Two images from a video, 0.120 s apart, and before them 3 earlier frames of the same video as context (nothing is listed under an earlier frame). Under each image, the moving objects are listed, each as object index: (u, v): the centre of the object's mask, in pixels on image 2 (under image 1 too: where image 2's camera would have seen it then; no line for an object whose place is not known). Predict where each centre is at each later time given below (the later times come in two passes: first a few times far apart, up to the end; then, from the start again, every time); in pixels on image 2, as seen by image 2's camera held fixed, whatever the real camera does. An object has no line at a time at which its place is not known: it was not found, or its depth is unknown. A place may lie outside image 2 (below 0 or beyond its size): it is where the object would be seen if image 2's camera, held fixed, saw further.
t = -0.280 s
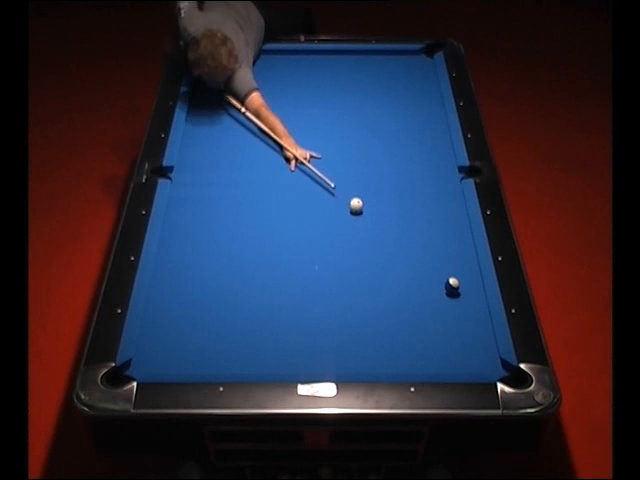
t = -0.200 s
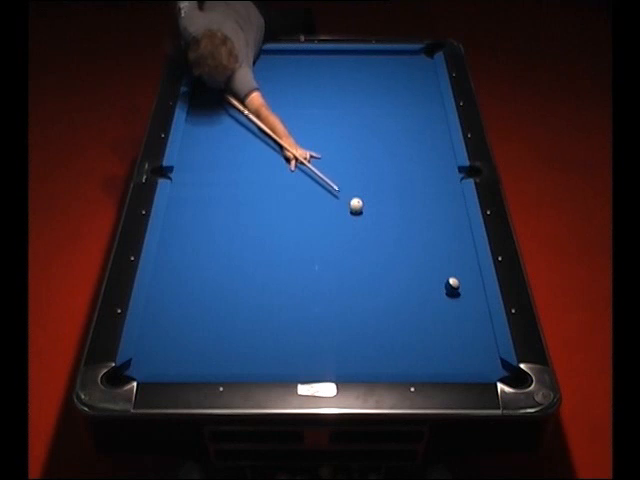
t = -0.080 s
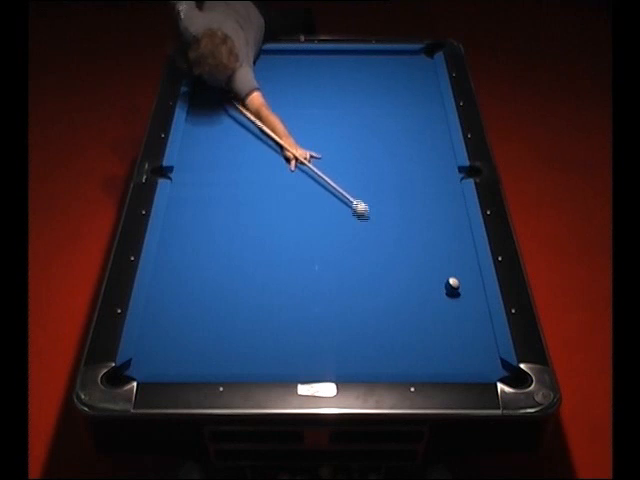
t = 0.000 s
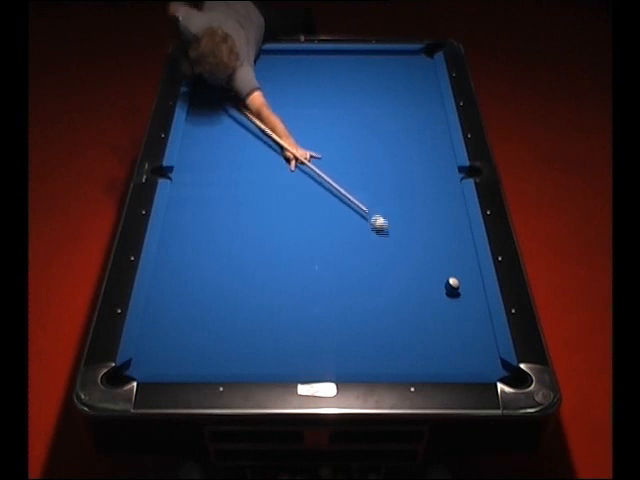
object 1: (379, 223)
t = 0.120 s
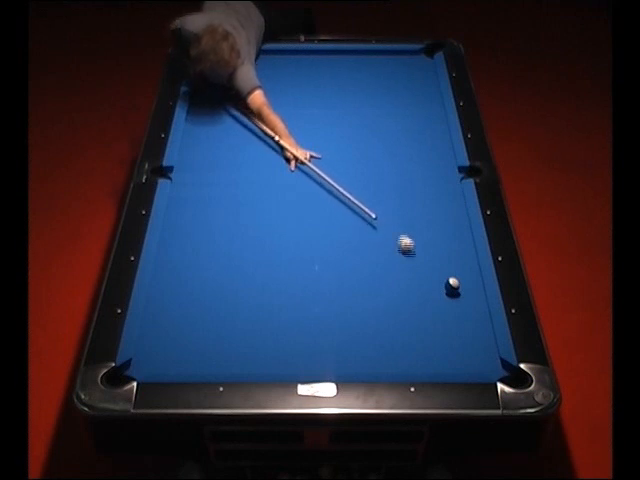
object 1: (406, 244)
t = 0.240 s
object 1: (432, 264)
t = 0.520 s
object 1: (473, 281)
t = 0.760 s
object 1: (455, 283)
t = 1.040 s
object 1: (436, 286)
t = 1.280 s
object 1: (421, 288)
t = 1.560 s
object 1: (405, 290)
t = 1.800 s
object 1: (392, 292)
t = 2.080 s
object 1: (379, 294)
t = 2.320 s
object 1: (369, 296)
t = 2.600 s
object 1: (358, 298)
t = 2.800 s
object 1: (352, 298)
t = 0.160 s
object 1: (414, 252)
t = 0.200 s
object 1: (423, 258)
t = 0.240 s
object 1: (432, 264)
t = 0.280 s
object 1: (440, 272)
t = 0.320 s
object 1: (449, 276)
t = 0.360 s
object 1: (455, 277)
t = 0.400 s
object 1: (461, 277)
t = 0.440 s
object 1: (467, 278)
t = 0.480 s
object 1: (473, 280)
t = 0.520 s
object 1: (473, 281)
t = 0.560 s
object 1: (469, 281)
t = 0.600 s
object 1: (466, 282)
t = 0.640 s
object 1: (463, 282)
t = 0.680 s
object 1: (460, 283)
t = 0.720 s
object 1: (457, 283)
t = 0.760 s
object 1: (455, 283)
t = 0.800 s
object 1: (452, 284)
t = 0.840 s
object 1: (449, 284)
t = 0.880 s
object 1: (446, 284)
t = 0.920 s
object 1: (444, 285)
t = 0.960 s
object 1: (441, 285)
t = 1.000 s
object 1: (438, 285)
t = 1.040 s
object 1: (436, 286)
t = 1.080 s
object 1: (433, 286)
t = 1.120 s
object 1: (431, 286)
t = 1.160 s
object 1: (428, 287)
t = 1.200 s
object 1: (425, 287)
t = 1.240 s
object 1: (423, 288)
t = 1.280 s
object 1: (421, 288)
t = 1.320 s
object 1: (418, 288)
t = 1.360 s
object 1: (416, 289)
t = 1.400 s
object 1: (414, 289)
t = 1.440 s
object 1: (411, 289)
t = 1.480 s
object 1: (409, 290)
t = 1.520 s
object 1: (407, 290)
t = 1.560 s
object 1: (405, 290)
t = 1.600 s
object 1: (403, 291)
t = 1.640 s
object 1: (400, 291)
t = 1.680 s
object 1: (398, 291)
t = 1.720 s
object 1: (396, 292)
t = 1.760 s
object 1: (394, 292)
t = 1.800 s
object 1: (392, 292)
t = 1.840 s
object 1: (390, 292)
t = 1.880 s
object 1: (388, 293)
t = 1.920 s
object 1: (386, 293)
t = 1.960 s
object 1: (384, 294)
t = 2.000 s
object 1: (382, 294)
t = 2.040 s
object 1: (381, 294)
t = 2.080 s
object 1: (379, 294)
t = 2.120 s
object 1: (377, 294)
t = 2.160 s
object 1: (375, 295)
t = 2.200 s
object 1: (374, 295)
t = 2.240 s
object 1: (372, 295)
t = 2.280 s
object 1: (370, 296)
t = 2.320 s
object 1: (369, 296)
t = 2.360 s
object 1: (367, 296)
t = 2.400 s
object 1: (365, 296)
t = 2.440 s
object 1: (364, 297)
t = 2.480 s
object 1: (362, 297)
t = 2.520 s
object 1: (361, 297)
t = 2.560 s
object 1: (360, 297)
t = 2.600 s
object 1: (358, 298)
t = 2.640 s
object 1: (357, 298)
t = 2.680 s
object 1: (356, 297)
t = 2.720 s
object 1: (354, 298)
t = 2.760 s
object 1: (353, 298)
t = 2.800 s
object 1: (352, 298)
